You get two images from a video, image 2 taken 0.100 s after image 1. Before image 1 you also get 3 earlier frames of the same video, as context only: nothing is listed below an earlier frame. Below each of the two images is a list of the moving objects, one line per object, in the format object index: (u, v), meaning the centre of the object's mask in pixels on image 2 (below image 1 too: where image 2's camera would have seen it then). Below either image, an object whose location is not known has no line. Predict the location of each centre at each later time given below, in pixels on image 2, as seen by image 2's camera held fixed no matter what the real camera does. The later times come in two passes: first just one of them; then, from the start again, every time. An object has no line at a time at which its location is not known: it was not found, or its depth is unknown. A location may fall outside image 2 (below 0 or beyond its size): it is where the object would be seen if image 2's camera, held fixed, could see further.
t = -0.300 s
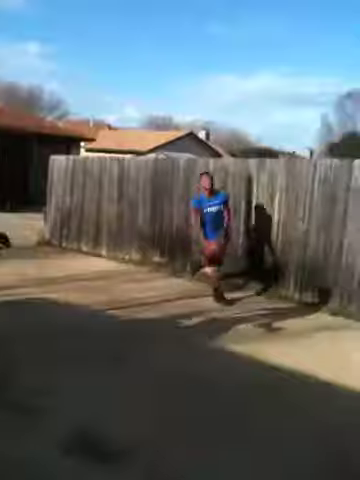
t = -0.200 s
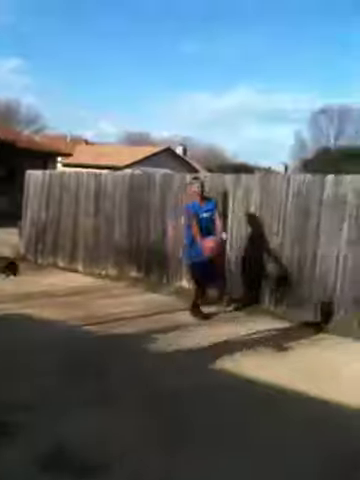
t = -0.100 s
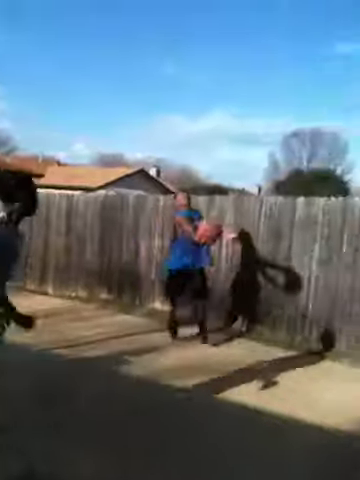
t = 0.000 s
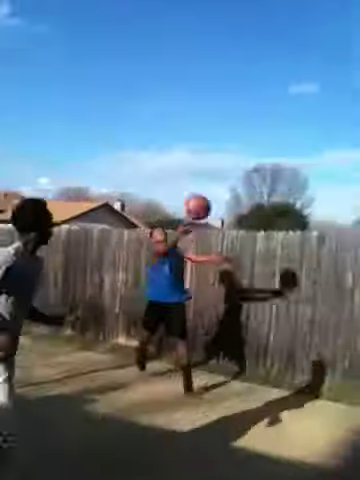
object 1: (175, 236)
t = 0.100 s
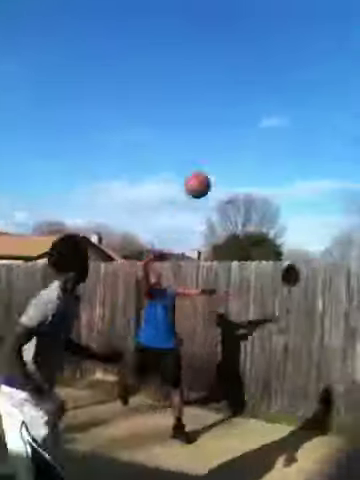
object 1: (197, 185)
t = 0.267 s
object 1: (238, 114)
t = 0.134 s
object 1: (205, 168)
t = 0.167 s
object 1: (213, 153)
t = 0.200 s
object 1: (221, 138)
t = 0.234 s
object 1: (228, 126)
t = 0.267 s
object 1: (238, 114)
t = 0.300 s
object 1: (244, 103)
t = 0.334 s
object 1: (253, 93)
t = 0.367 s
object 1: (260, 81)
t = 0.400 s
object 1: (268, 74)
